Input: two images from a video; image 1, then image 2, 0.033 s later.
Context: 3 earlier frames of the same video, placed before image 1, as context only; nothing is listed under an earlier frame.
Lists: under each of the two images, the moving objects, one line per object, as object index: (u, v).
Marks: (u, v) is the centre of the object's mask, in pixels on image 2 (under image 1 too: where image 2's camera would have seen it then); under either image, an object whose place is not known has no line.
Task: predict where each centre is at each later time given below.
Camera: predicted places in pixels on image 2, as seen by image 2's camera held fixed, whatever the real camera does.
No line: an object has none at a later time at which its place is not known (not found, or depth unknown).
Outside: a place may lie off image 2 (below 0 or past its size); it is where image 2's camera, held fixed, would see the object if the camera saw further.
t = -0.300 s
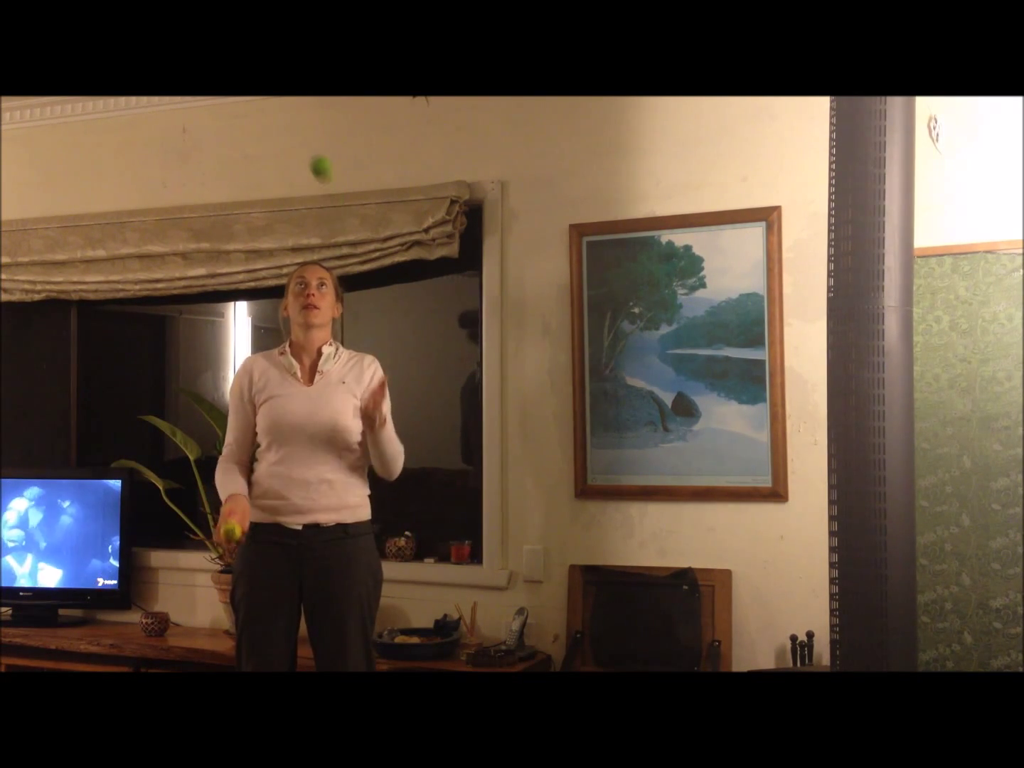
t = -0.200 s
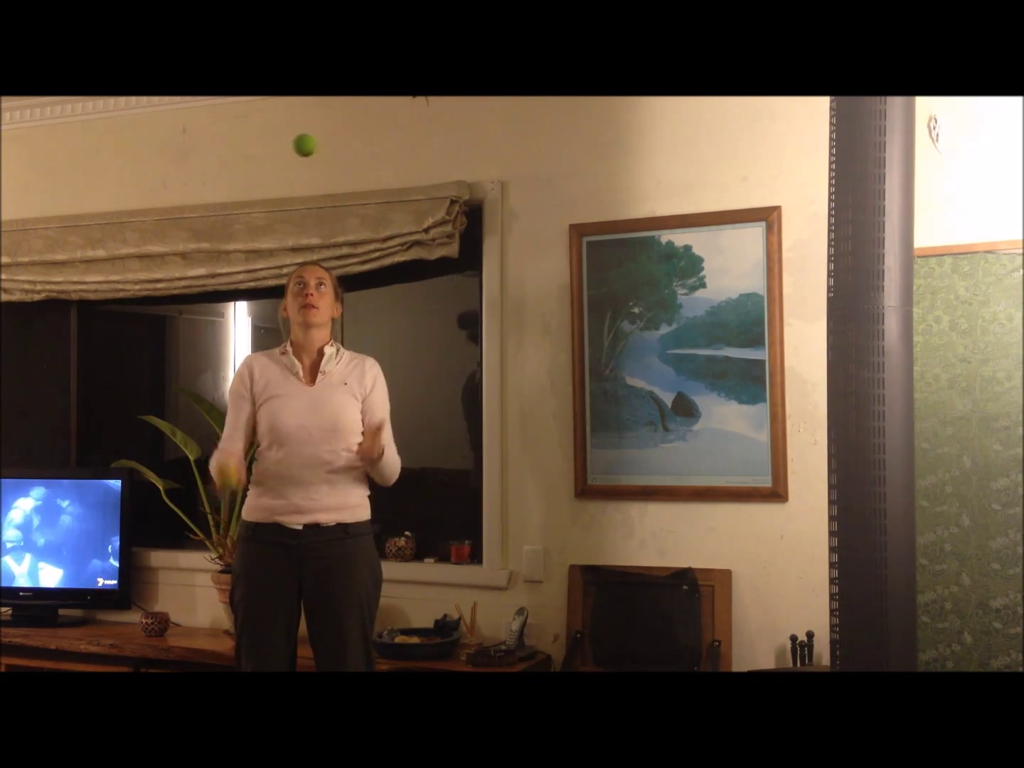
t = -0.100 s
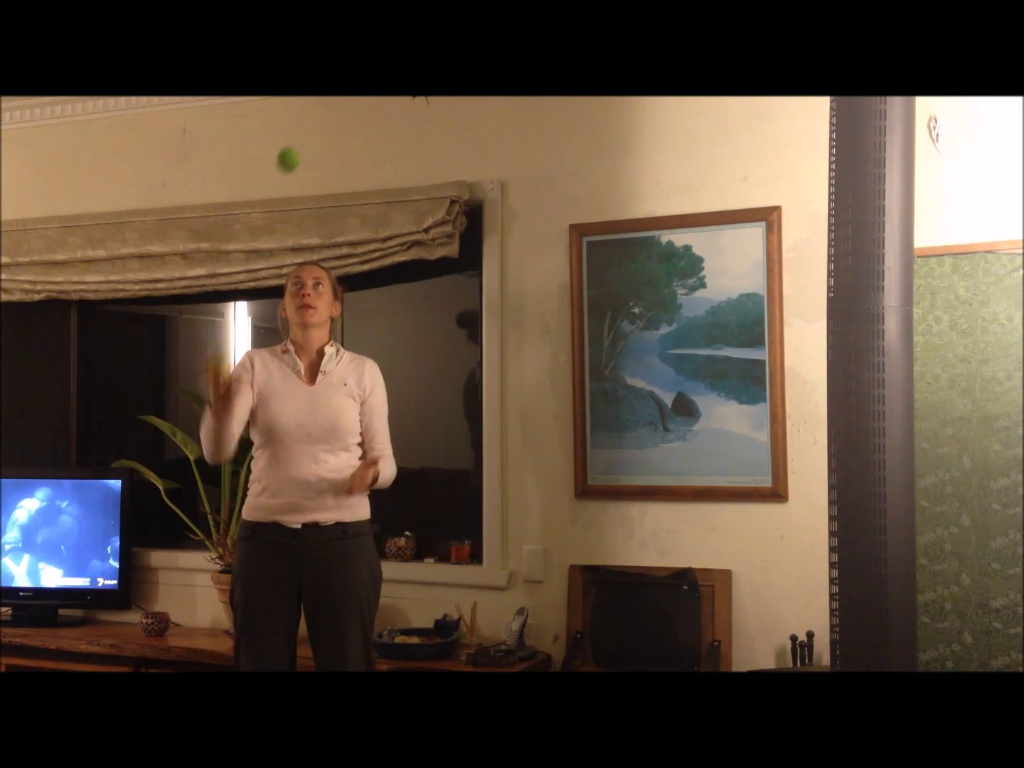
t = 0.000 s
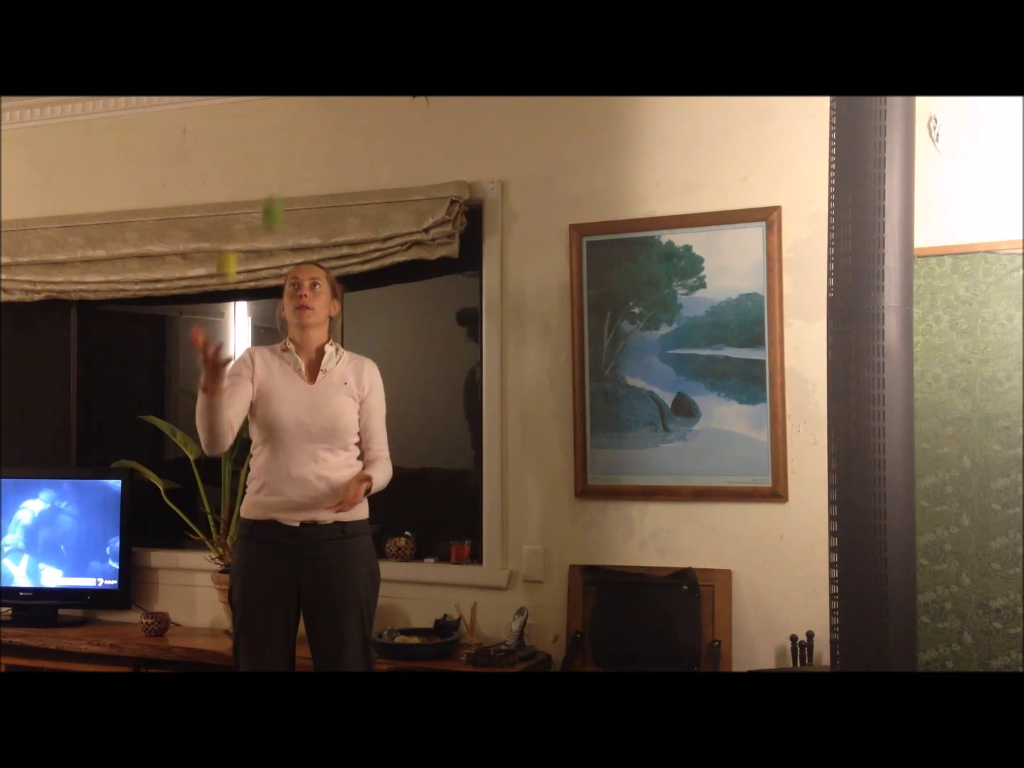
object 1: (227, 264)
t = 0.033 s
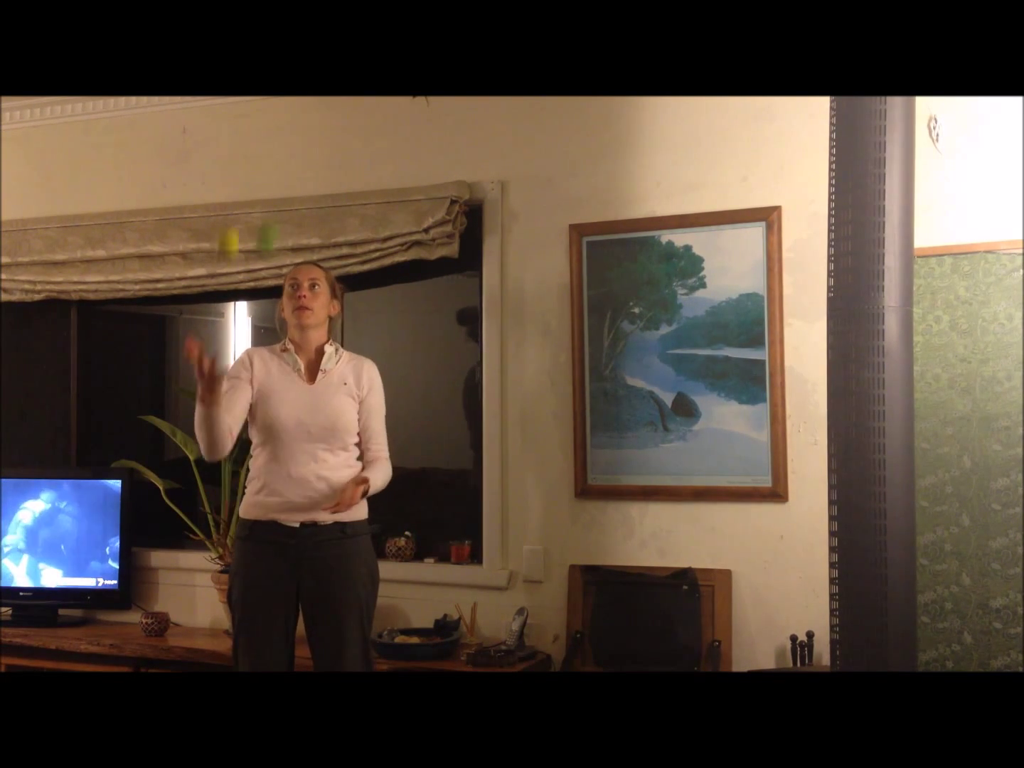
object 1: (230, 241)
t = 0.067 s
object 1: (231, 224)
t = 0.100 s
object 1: (232, 206)
